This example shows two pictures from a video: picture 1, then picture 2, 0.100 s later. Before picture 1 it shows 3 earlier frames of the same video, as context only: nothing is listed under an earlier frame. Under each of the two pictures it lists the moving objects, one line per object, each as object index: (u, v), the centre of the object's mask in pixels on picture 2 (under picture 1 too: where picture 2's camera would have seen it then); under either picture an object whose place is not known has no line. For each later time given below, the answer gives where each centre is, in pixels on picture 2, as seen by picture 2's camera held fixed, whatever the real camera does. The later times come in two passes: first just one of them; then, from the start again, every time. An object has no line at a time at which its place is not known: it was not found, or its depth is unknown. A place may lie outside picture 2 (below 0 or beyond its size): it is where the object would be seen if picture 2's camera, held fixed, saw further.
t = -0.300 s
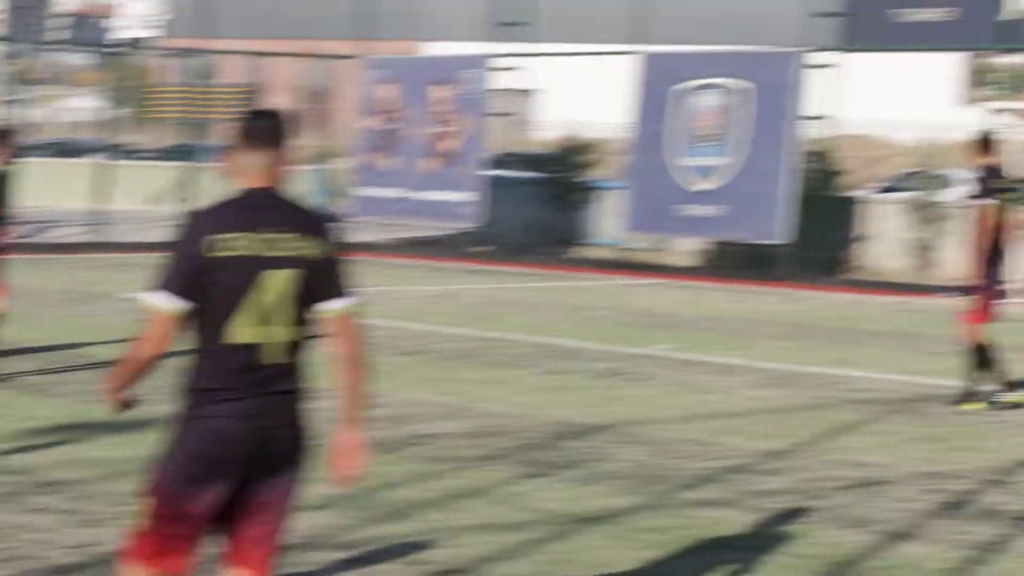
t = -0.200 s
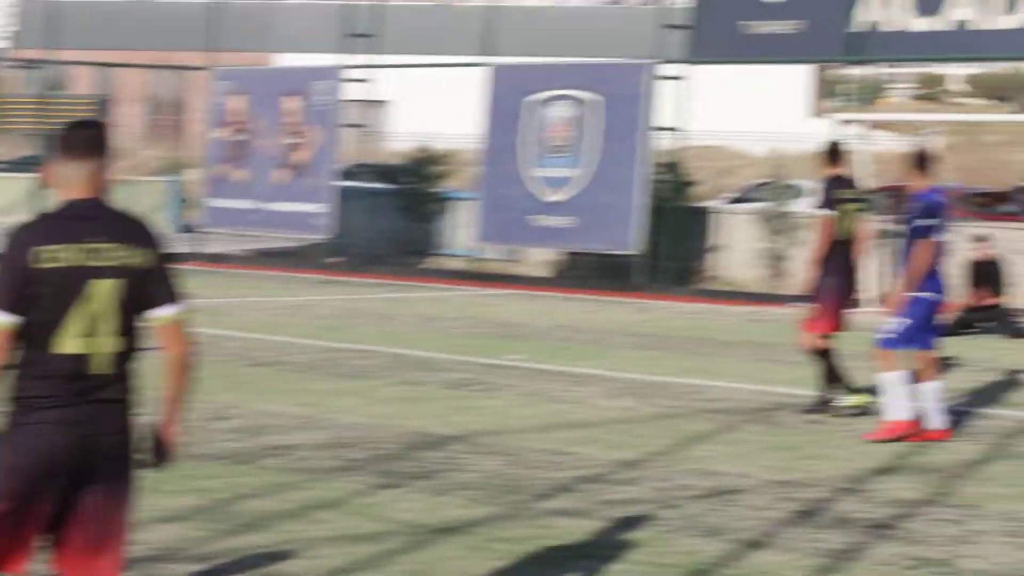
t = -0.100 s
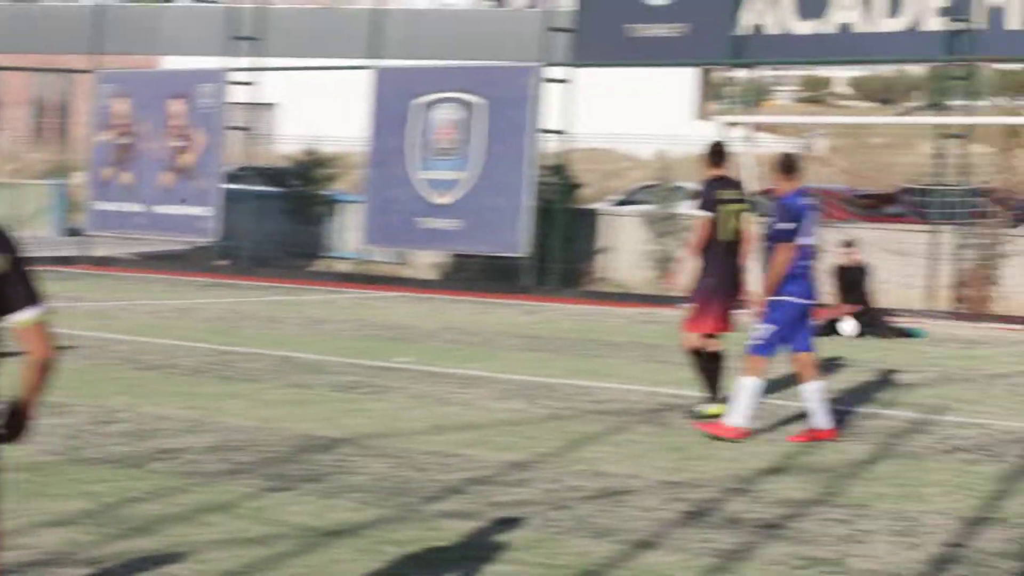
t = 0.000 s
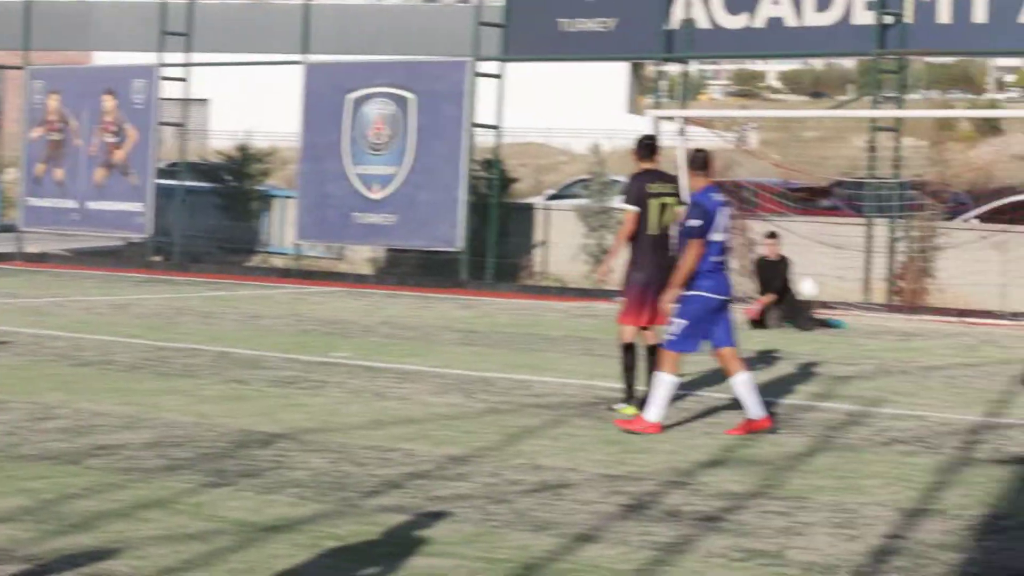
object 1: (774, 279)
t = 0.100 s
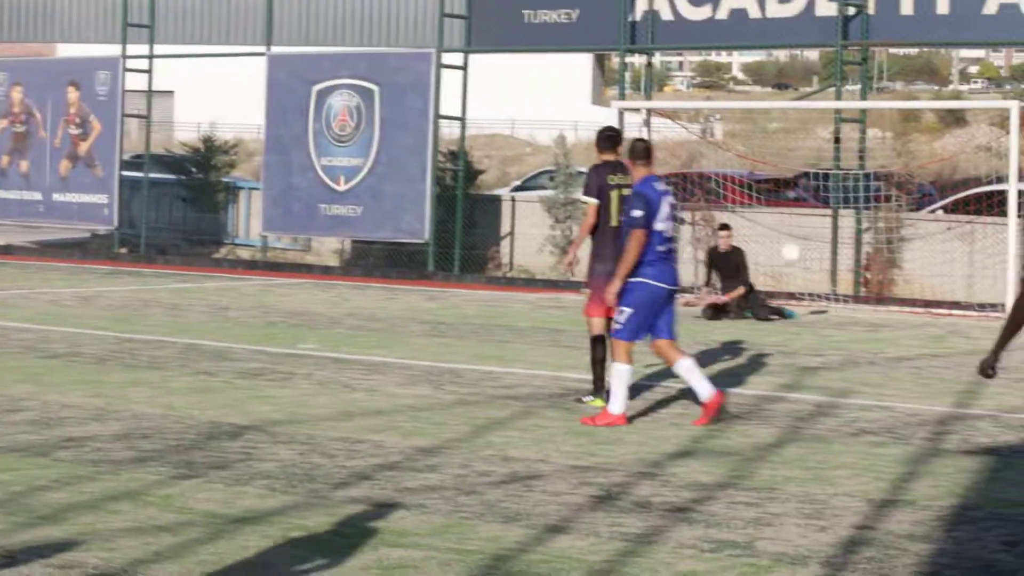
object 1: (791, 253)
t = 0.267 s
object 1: (818, 231)
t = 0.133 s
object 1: (797, 247)
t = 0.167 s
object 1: (801, 240)
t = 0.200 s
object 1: (807, 236)
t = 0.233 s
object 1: (813, 234)
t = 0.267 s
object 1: (818, 231)
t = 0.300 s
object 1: (824, 229)
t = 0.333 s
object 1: (830, 229)
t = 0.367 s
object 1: (833, 229)
